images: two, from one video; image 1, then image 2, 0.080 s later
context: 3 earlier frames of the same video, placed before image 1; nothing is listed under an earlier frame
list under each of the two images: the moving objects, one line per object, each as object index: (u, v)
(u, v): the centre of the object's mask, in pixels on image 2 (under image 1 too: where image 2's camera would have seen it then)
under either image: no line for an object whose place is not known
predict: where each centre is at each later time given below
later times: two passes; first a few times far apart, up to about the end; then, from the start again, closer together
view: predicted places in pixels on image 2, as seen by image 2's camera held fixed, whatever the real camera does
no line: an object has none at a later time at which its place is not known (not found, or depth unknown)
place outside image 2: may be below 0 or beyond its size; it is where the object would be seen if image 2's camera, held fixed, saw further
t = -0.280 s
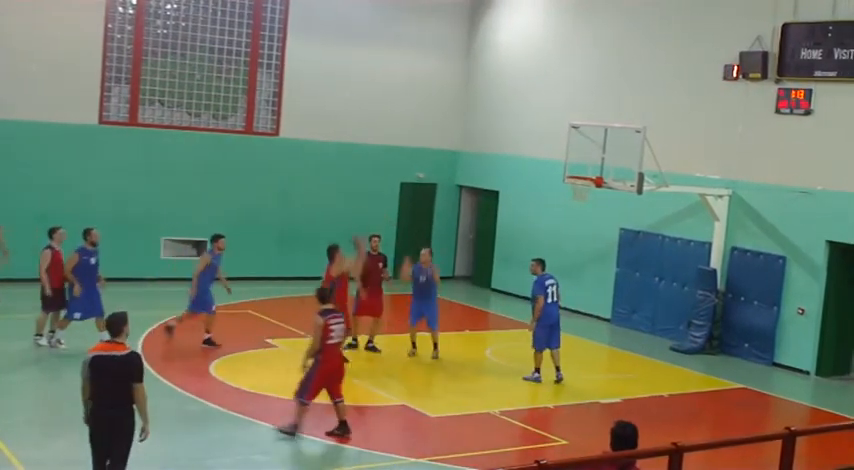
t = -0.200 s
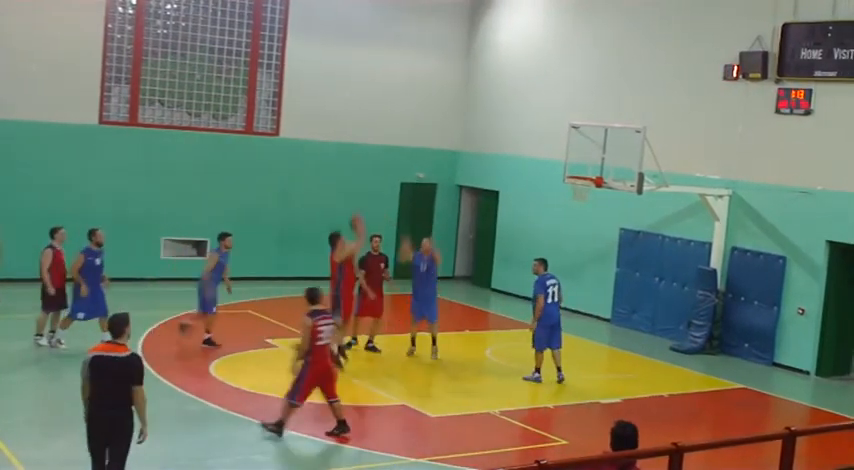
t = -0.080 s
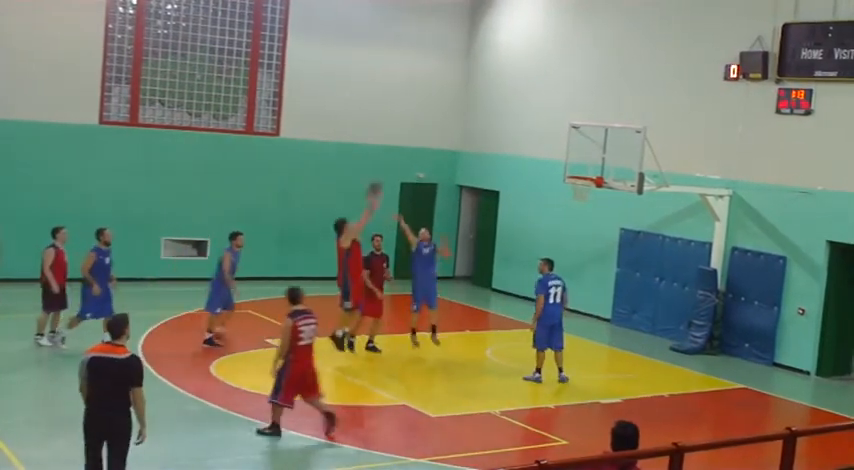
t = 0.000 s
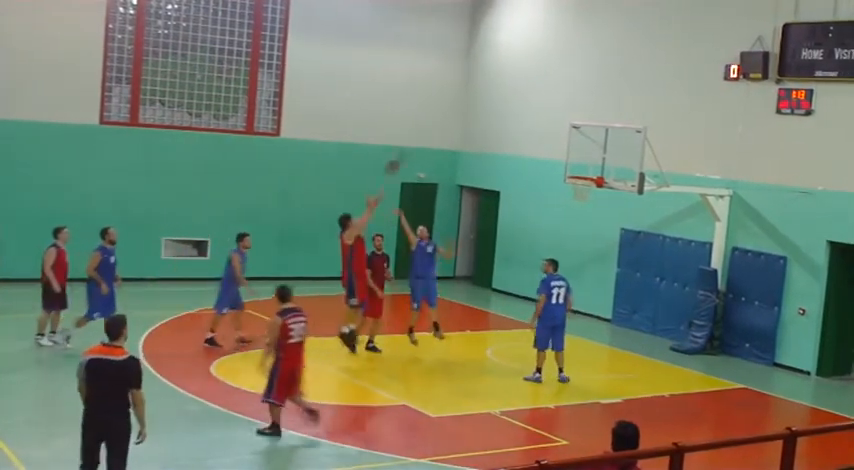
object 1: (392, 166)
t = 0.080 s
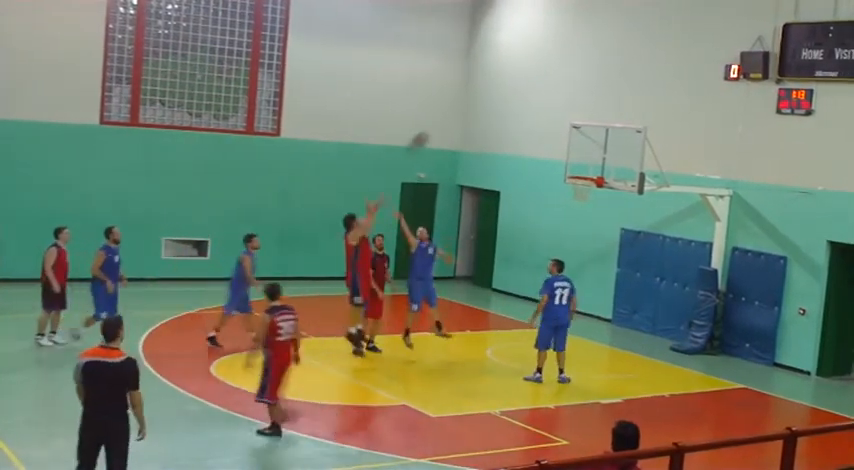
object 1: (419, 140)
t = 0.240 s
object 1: (457, 112)
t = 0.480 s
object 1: (511, 98)
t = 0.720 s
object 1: (561, 120)
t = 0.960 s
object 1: (592, 170)
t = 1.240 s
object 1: (570, 187)
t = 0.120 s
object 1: (428, 132)
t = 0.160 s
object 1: (438, 124)
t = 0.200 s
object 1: (446, 118)
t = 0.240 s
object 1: (457, 112)
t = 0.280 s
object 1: (467, 107)
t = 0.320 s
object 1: (477, 103)
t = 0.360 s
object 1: (486, 101)
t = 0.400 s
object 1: (495, 98)
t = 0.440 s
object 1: (503, 98)
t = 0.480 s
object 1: (511, 98)
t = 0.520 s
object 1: (521, 99)
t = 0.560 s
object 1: (529, 102)
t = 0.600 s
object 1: (537, 105)
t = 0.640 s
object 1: (545, 109)
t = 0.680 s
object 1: (553, 114)
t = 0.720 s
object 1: (561, 120)
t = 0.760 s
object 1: (568, 126)
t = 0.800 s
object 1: (575, 133)
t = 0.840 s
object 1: (583, 142)
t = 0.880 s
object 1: (590, 152)
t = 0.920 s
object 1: (597, 163)
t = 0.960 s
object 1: (592, 170)
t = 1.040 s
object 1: (577, 188)
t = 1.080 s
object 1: (573, 189)
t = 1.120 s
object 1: (572, 188)
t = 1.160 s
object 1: (571, 186)
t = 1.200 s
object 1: (571, 186)
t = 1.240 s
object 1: (570, 187)
